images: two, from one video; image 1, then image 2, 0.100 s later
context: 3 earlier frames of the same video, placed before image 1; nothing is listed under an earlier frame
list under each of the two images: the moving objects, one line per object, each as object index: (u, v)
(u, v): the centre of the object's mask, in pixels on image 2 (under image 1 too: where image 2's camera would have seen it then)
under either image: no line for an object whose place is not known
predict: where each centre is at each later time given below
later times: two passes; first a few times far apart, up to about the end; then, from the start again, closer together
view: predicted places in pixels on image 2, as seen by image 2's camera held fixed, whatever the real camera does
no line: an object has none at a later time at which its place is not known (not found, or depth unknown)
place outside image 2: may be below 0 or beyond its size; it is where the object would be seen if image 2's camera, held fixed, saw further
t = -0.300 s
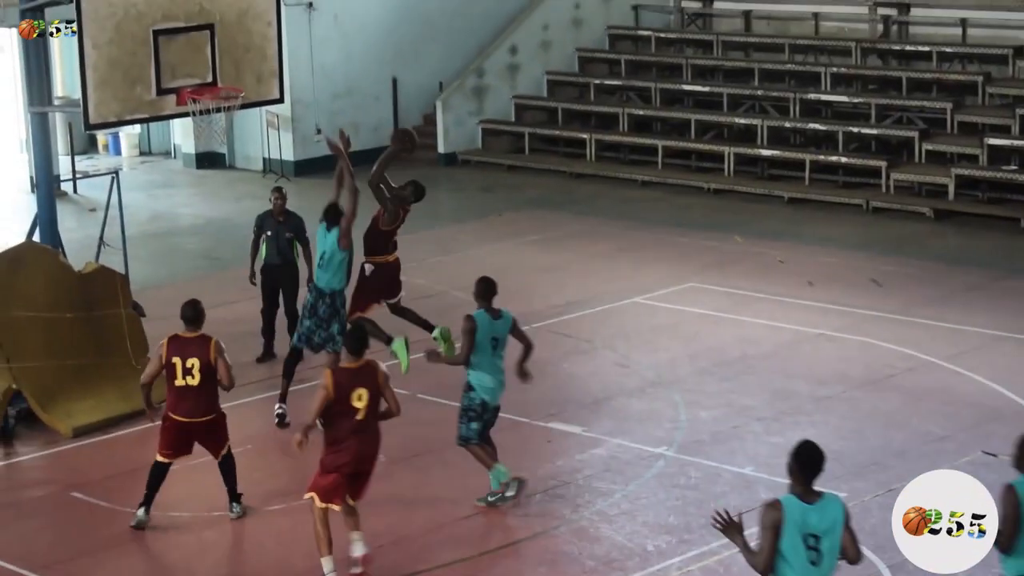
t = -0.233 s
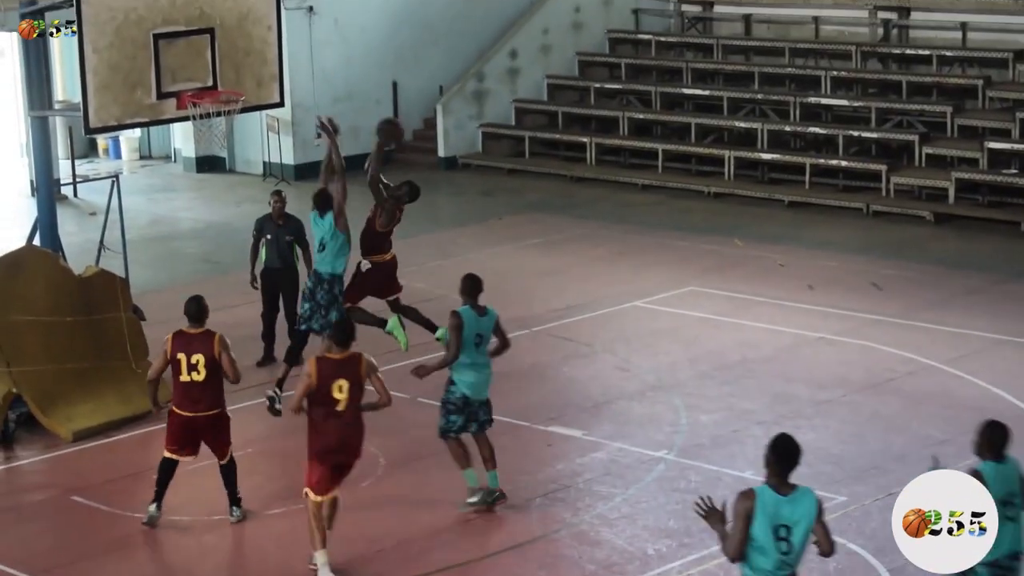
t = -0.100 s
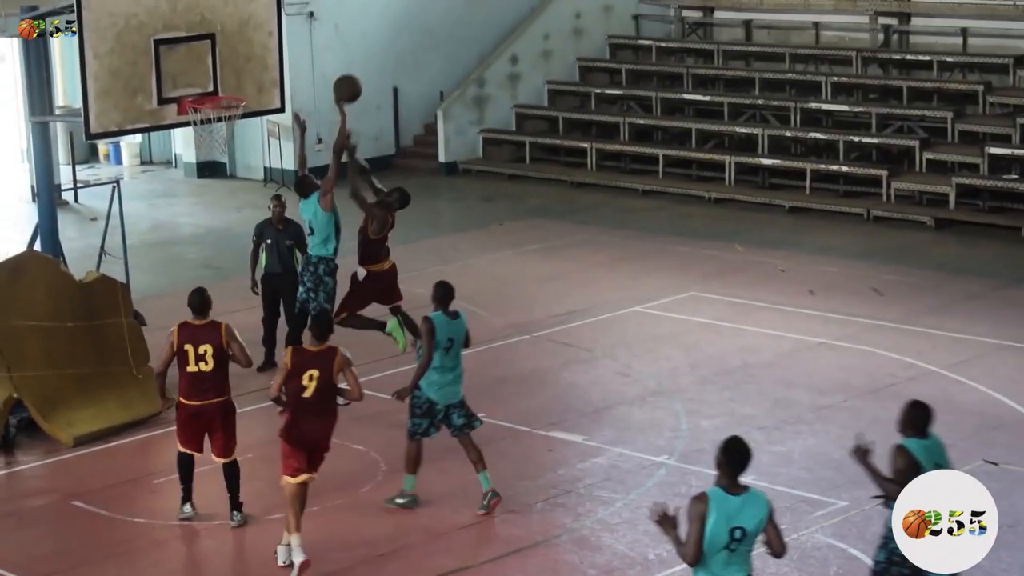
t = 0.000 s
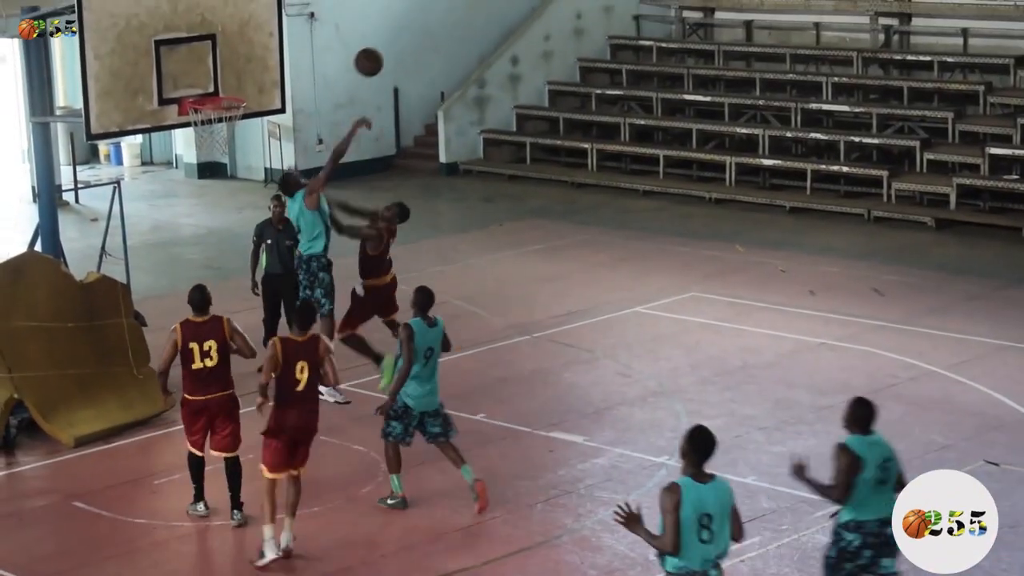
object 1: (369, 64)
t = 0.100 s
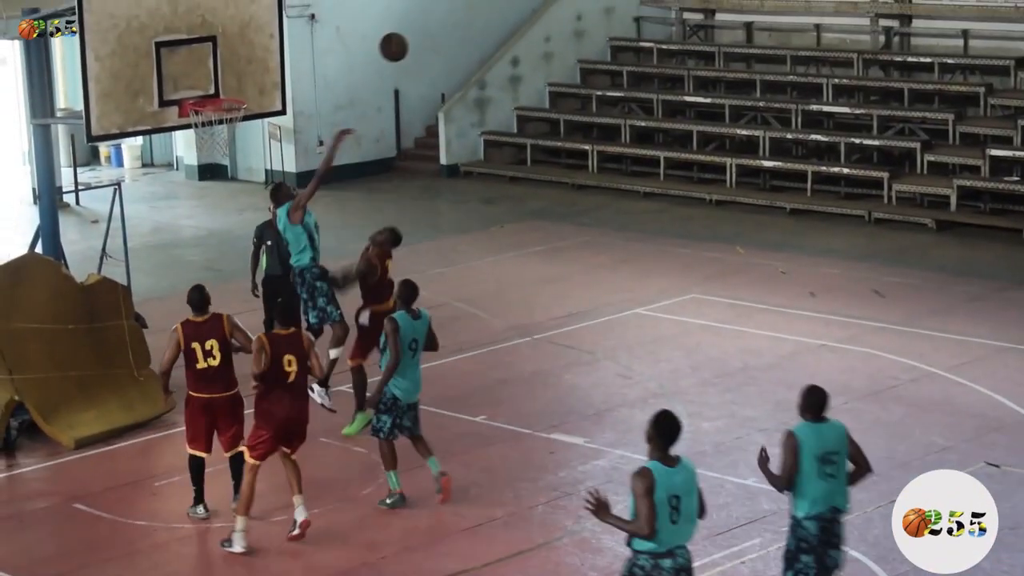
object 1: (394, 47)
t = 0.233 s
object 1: (426, 42)
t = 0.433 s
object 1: (479, 77)
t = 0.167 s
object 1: (410, 42)
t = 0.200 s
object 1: (418, 41)
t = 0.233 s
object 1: (426, 42)
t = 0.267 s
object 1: (435, 45)
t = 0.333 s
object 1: (452, 54)
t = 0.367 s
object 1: (461, 61)
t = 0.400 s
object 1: (469, 68)
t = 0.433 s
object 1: (479, 77)
